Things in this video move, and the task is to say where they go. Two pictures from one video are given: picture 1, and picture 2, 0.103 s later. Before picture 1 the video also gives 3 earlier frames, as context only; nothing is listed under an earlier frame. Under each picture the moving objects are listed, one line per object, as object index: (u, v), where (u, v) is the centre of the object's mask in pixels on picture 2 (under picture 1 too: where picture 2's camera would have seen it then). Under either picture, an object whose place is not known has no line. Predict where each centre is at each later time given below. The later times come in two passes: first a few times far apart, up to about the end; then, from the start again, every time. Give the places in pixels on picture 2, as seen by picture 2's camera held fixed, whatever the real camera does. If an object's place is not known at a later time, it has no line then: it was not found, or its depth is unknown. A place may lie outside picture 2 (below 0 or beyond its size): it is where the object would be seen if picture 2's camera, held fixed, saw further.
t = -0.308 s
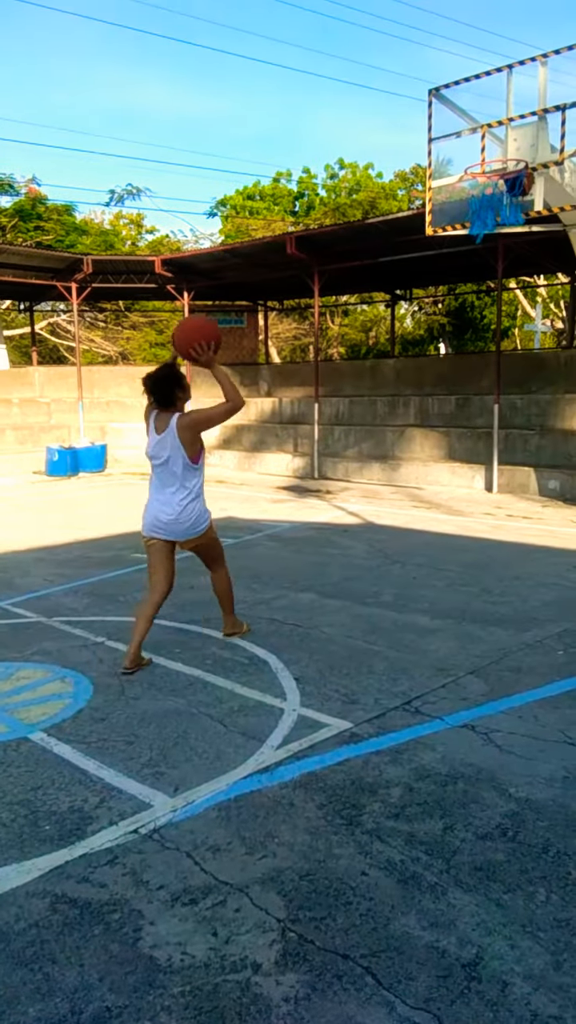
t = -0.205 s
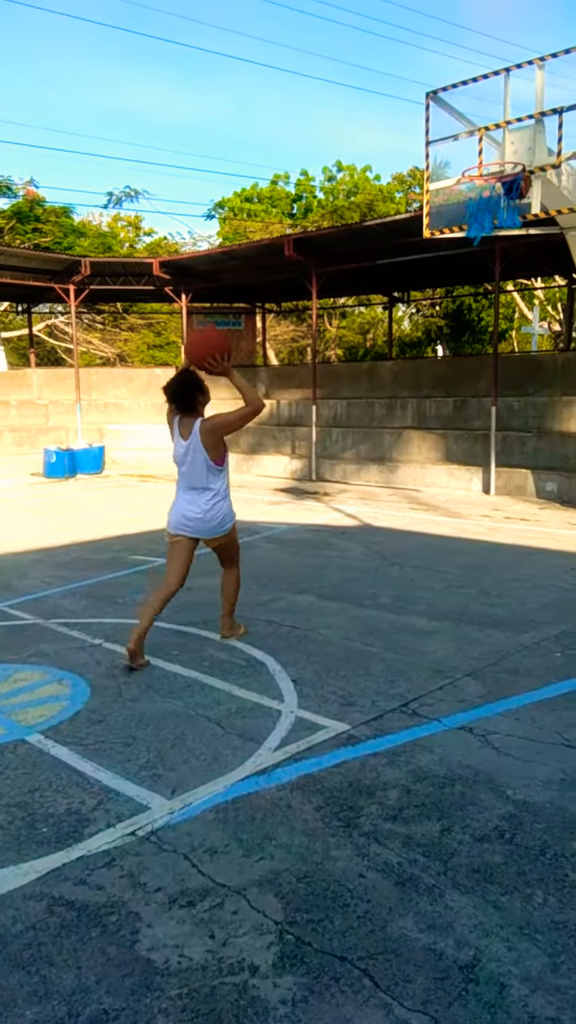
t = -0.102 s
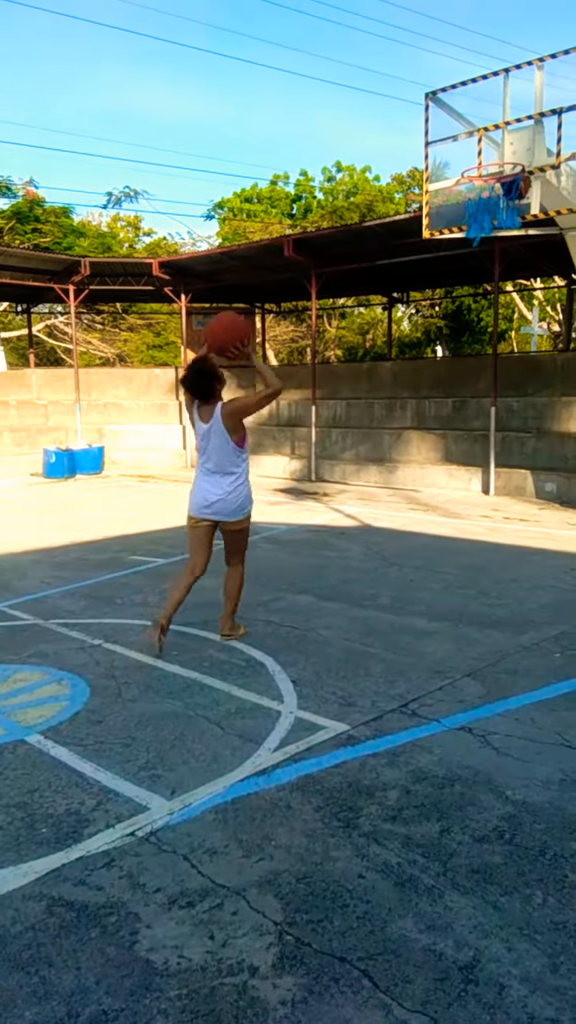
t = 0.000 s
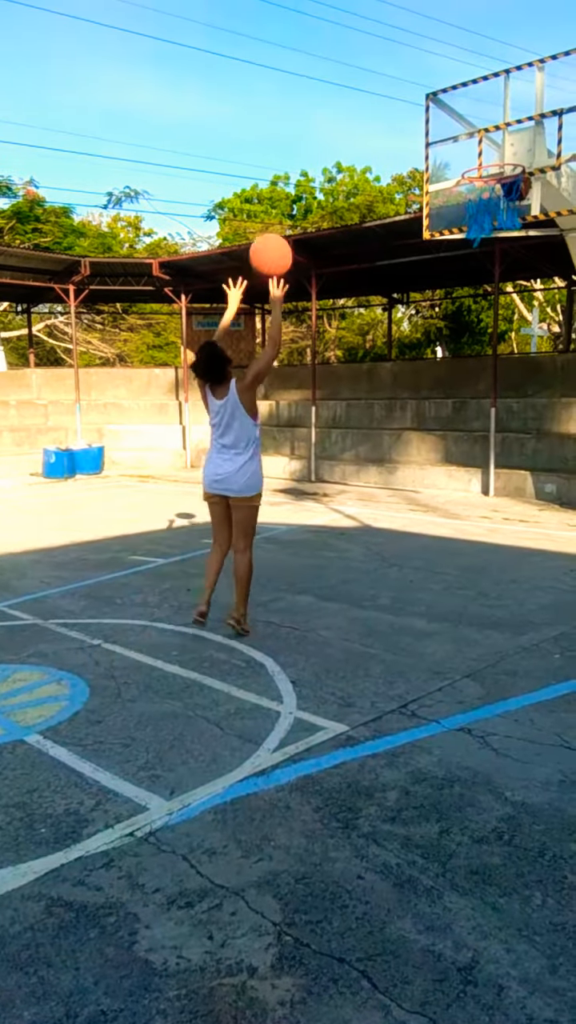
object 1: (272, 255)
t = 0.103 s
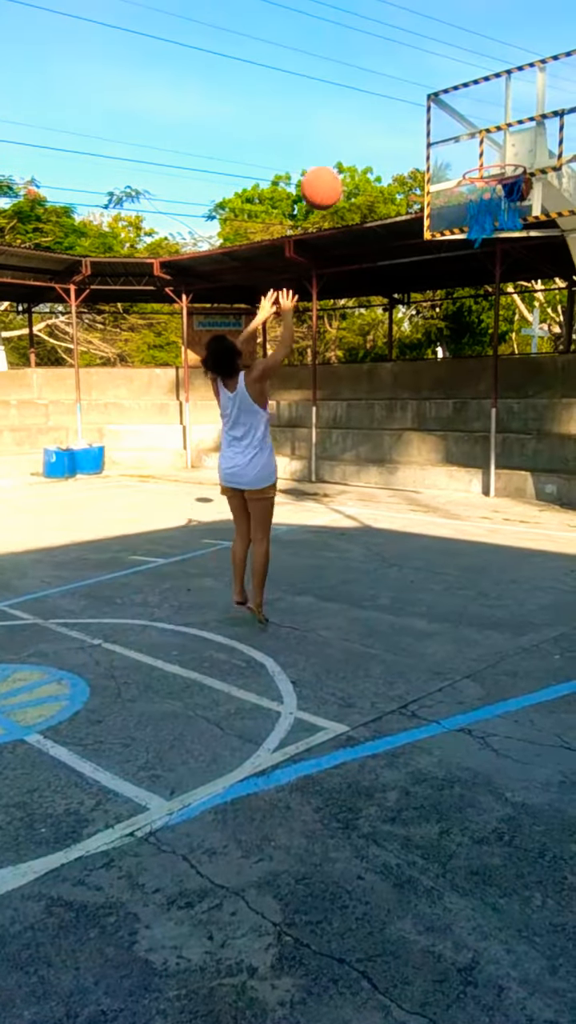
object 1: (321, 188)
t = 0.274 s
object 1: (391, 128)
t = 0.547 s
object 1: (471, 139)
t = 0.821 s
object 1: (470, 140)
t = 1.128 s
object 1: (405, 184)
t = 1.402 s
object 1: (340, 339)
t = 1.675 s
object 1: (278, 556)
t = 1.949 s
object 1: (247, 356)
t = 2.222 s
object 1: (217, 260)
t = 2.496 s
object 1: (190, 272)
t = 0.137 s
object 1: (337, 170)
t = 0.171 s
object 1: (351, 156)
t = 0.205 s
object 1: (365, 145)
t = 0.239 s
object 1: (378, 136)
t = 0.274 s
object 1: (391, 128)
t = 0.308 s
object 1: (402, 124)
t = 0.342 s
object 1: (413, 121)
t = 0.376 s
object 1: (424, 120)
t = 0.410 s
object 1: (435, 120)
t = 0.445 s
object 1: (445, 122)
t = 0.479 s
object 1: (454, 126)
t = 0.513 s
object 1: (463, 131)
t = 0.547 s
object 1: (471, 139)
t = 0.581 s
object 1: (479, 146)
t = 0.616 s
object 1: (487, 155)
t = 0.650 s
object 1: (494, 163)
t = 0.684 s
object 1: (495, 161)
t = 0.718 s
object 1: (489, 152)
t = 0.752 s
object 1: (483, 148)
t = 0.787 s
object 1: (476, 143)
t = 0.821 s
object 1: (470, 140)
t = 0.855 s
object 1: (463, 138)
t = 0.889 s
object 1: (456, 138)
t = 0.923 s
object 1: (449, 140)
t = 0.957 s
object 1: (442, 144)
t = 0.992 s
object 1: (434, 149)
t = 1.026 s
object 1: (427, 155)
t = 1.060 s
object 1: (420, 164)
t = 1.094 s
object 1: (411, 173)
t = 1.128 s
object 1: (405, 184)
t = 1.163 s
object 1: (397, 198)
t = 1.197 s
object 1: (388, 213)
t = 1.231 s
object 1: (380, 230)
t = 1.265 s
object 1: (373, 248)
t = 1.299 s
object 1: (364, 269)
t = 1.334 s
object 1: (356, 290)
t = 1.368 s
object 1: (348, 313)
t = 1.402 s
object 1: (340, 339)
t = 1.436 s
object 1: (332, 367)
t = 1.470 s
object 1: (324, 396)
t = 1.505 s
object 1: (314, 427)
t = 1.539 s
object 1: (307, 459)
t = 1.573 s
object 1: (298, 492)
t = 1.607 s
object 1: (290, 527)
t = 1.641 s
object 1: (282, 563)
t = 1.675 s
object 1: (278, 556)
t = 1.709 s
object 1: (274, 526)
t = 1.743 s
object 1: (270, 497)
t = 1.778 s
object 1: (267, 470)
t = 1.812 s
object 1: (262, 444)
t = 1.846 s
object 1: (259, 420)
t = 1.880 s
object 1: (255, 397)
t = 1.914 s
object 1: (251, 376)
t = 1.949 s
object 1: (247, 356)
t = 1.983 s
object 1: (243, 338)
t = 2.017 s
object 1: (240, 321)
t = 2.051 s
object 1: (236, 306)
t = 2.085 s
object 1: (232, 294)
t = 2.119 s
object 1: (228, 283)
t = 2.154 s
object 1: (224, 273)
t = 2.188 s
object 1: (221, 265)
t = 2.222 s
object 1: (217, 260)
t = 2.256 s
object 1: (214, 256)
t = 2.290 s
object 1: (211, 253)
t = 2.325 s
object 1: (207, 252)
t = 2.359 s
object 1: (204, 252)
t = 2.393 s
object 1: (201, 255)
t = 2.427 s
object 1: (197, 259)
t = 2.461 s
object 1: (194, 264)
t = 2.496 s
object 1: (190, 272)
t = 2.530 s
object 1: (188, 280)
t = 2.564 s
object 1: (184, 291)
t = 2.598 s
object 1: (181, 304)
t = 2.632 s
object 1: (178, 318)
